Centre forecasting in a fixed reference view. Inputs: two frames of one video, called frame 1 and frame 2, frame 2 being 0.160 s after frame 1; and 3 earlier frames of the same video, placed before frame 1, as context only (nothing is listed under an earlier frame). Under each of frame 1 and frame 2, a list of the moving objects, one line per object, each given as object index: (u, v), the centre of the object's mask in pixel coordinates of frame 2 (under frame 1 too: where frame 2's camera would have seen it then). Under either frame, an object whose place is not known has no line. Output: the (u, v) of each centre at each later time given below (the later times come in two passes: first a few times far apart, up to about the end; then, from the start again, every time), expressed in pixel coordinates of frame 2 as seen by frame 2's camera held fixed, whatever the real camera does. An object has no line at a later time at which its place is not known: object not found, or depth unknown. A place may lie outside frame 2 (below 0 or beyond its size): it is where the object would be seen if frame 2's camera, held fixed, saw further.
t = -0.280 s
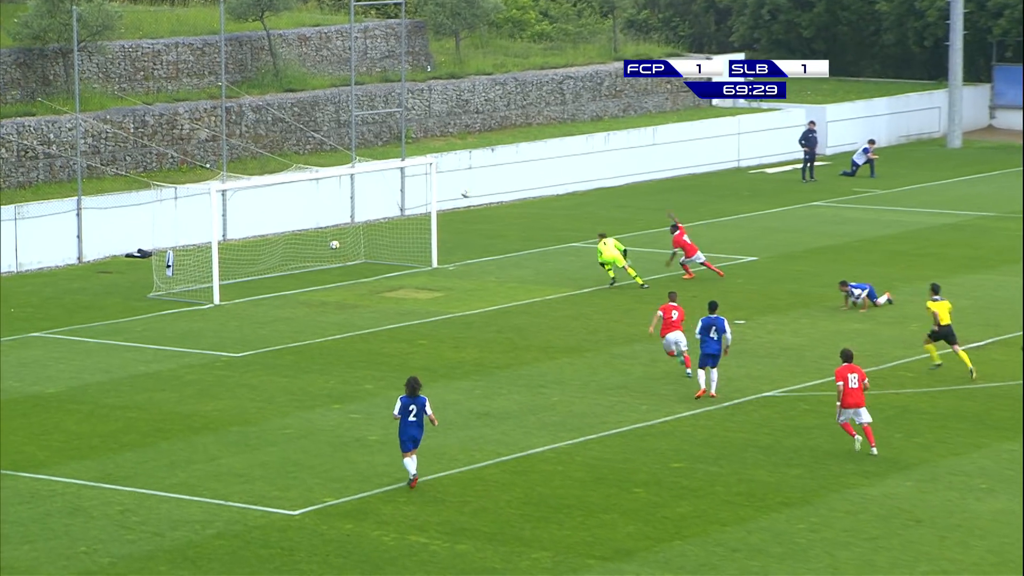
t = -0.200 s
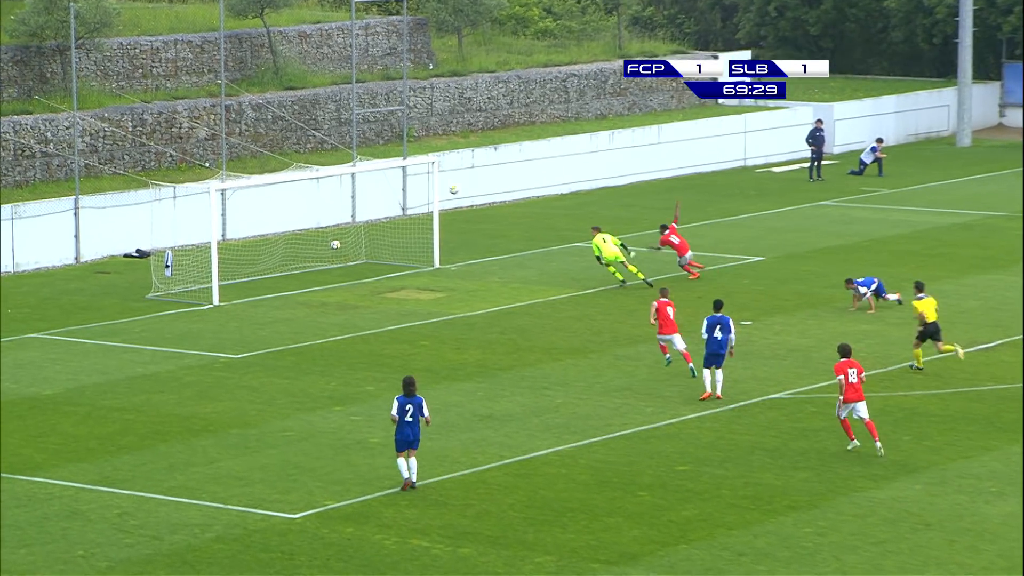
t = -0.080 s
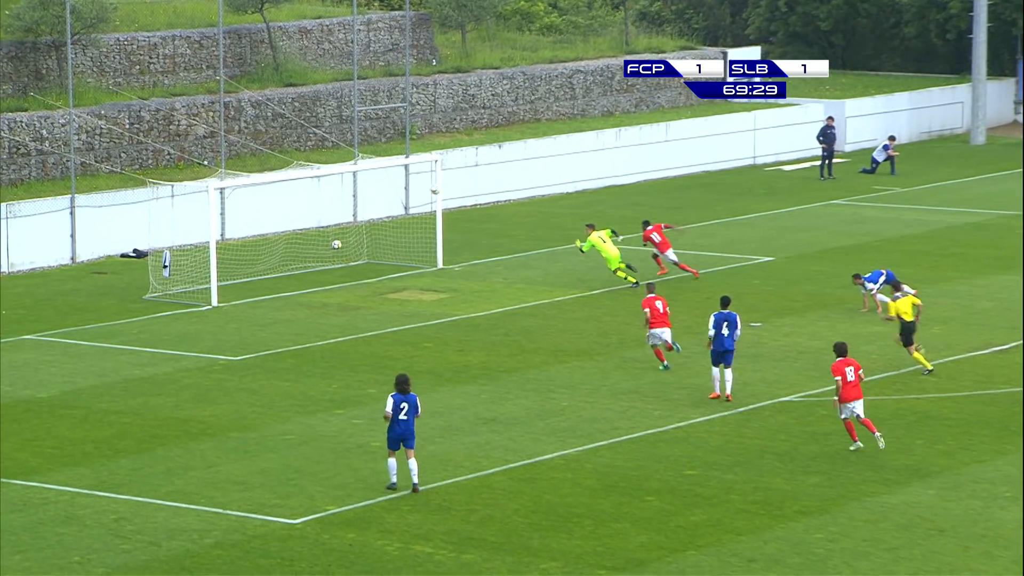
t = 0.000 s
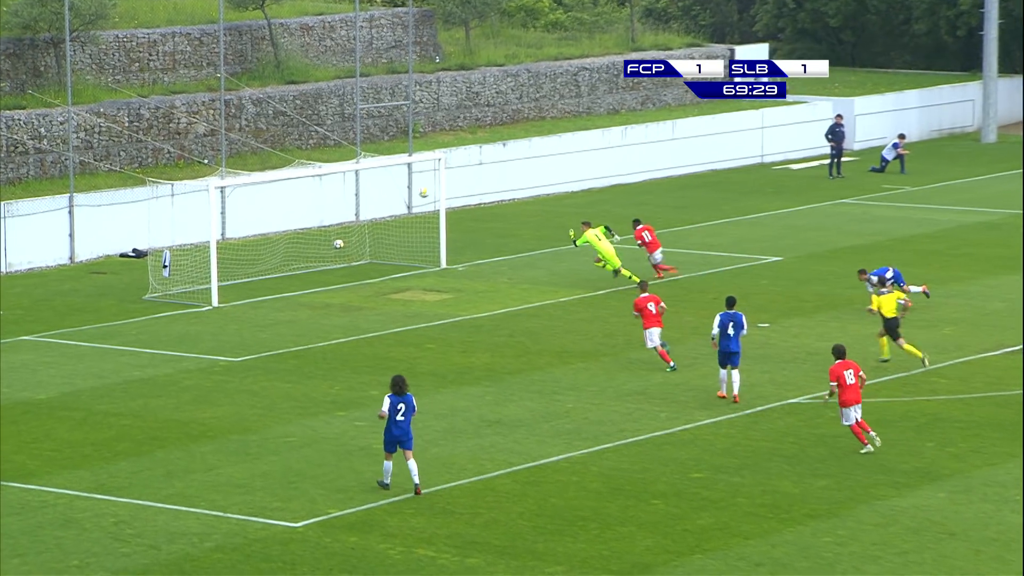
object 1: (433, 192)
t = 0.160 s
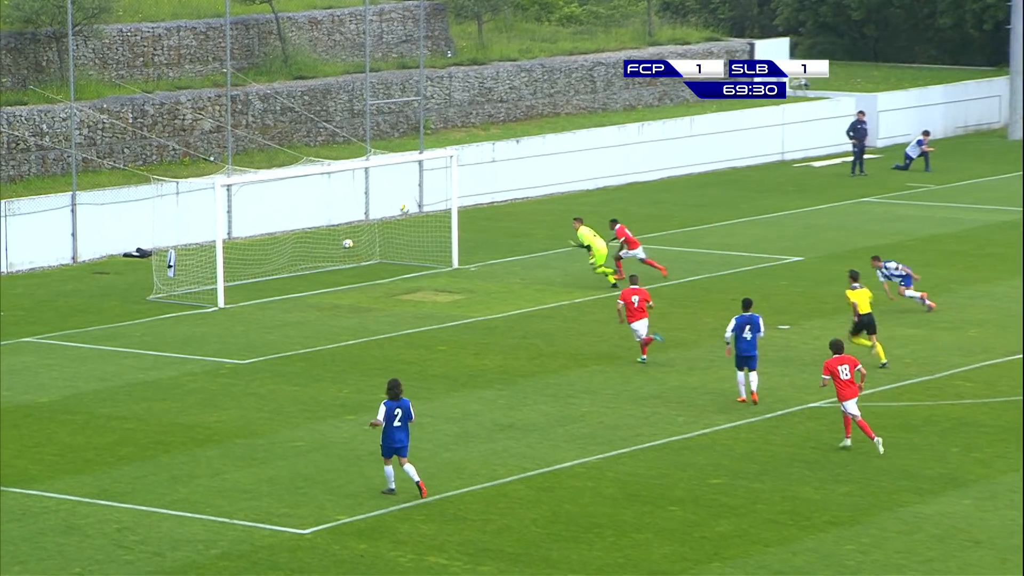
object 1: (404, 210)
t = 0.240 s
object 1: (391, 220)
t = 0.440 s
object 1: (356, 267)
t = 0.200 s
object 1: (399, 215)
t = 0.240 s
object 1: (391, 220)
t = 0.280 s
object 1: (385, 228)
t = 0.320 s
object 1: (377, 236)
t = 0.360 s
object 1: (370, 245)
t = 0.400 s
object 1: (363, 256)
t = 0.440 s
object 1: (356, 267)
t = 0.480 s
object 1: (349, 278)
